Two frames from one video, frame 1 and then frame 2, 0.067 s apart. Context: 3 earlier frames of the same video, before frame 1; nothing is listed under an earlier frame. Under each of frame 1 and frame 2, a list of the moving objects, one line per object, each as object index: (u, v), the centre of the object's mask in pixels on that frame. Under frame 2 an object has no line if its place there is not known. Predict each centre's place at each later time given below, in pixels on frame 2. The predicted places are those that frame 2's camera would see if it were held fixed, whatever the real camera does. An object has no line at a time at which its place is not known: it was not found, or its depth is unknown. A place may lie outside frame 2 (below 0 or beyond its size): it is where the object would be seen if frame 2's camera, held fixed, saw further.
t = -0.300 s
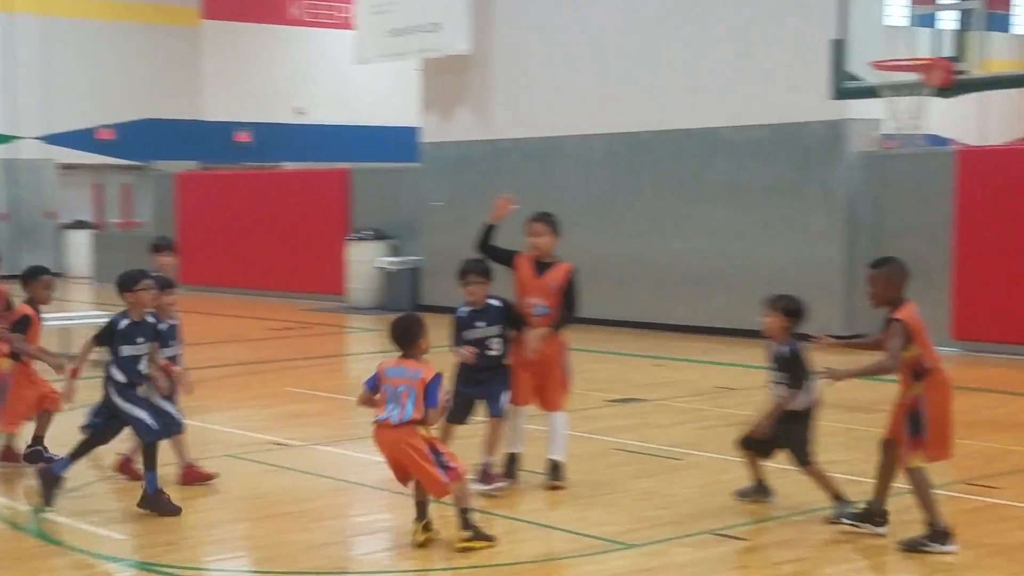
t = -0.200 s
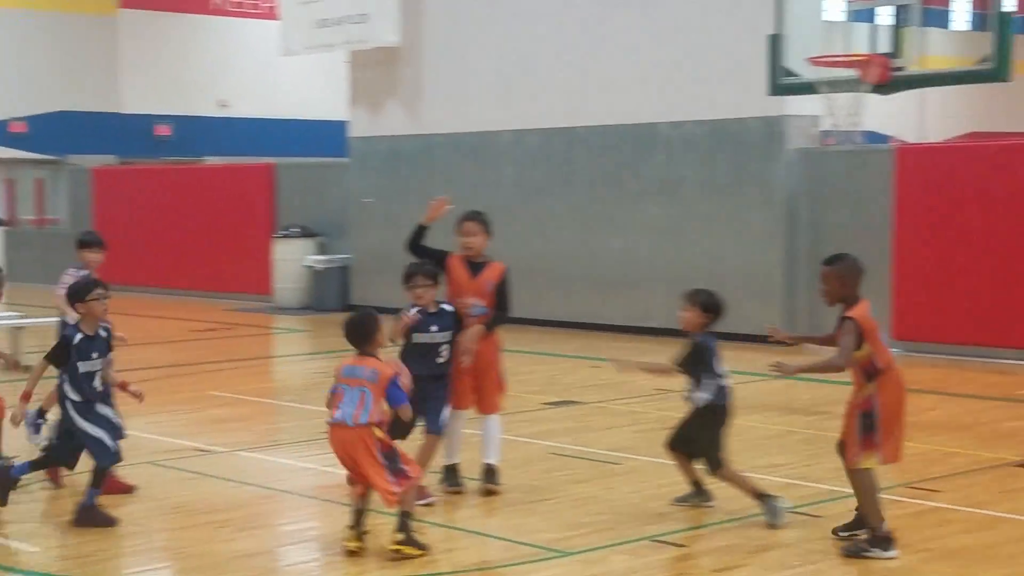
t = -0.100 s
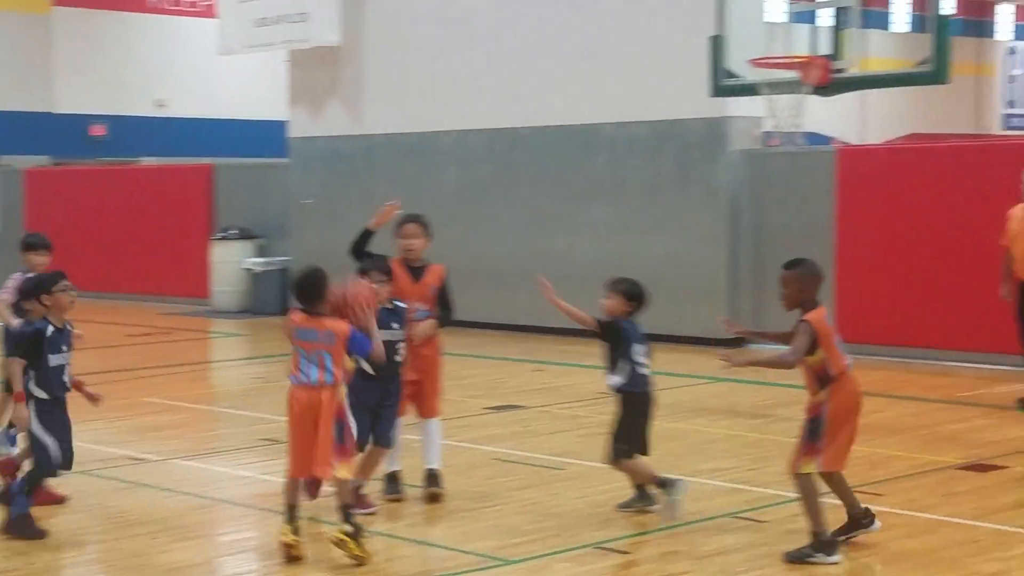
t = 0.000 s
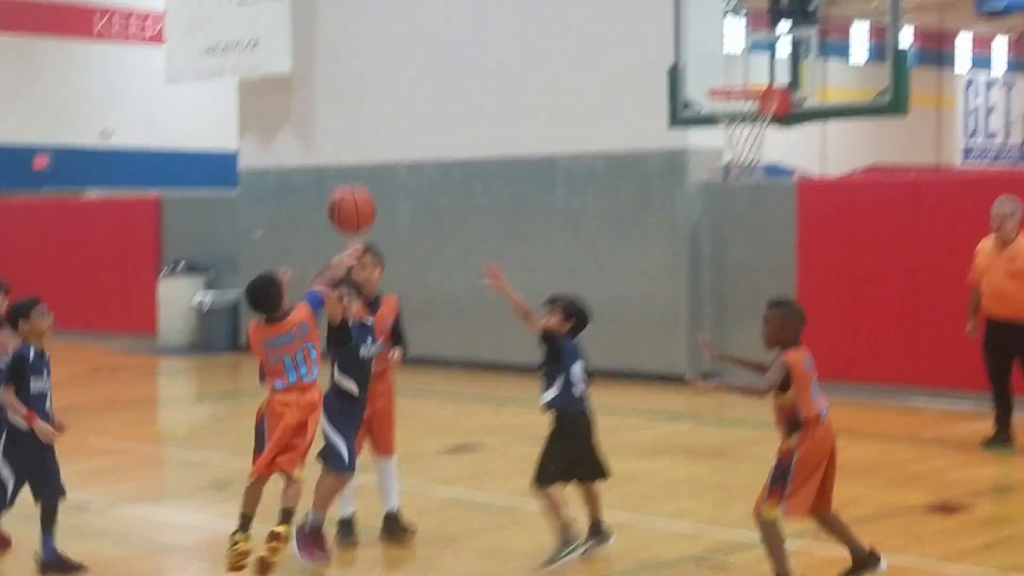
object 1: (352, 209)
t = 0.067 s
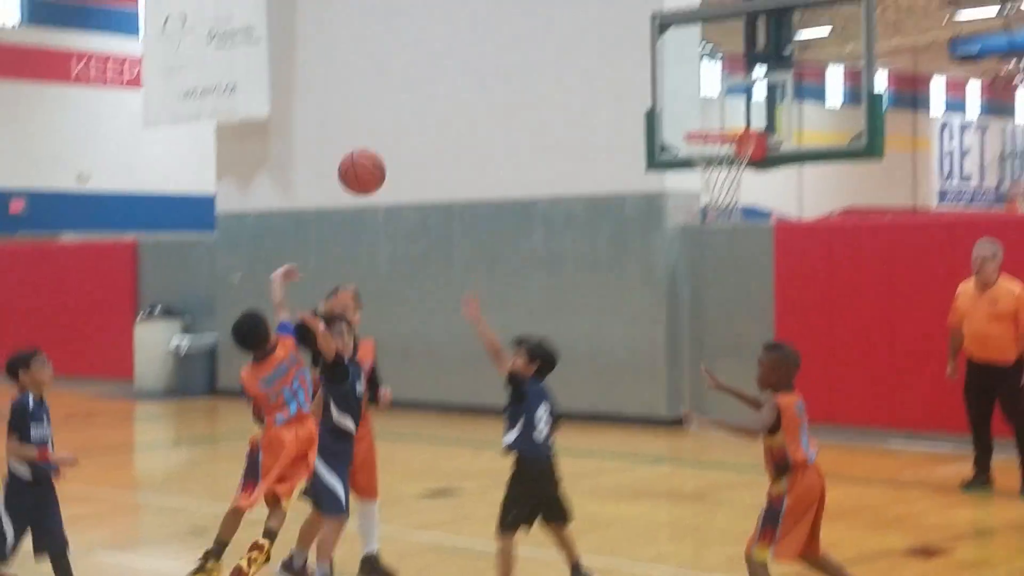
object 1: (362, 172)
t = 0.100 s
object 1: (379, 135)
